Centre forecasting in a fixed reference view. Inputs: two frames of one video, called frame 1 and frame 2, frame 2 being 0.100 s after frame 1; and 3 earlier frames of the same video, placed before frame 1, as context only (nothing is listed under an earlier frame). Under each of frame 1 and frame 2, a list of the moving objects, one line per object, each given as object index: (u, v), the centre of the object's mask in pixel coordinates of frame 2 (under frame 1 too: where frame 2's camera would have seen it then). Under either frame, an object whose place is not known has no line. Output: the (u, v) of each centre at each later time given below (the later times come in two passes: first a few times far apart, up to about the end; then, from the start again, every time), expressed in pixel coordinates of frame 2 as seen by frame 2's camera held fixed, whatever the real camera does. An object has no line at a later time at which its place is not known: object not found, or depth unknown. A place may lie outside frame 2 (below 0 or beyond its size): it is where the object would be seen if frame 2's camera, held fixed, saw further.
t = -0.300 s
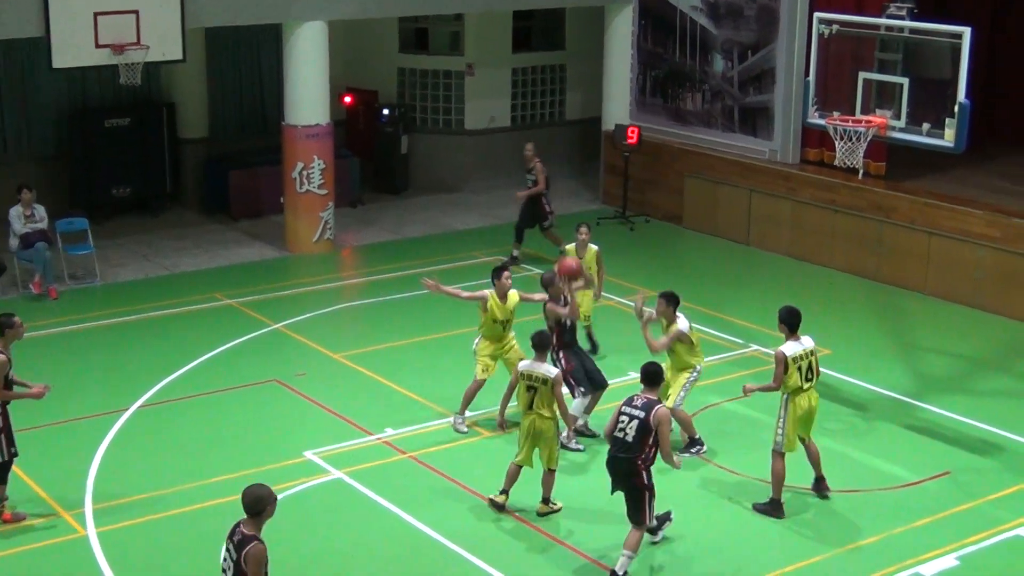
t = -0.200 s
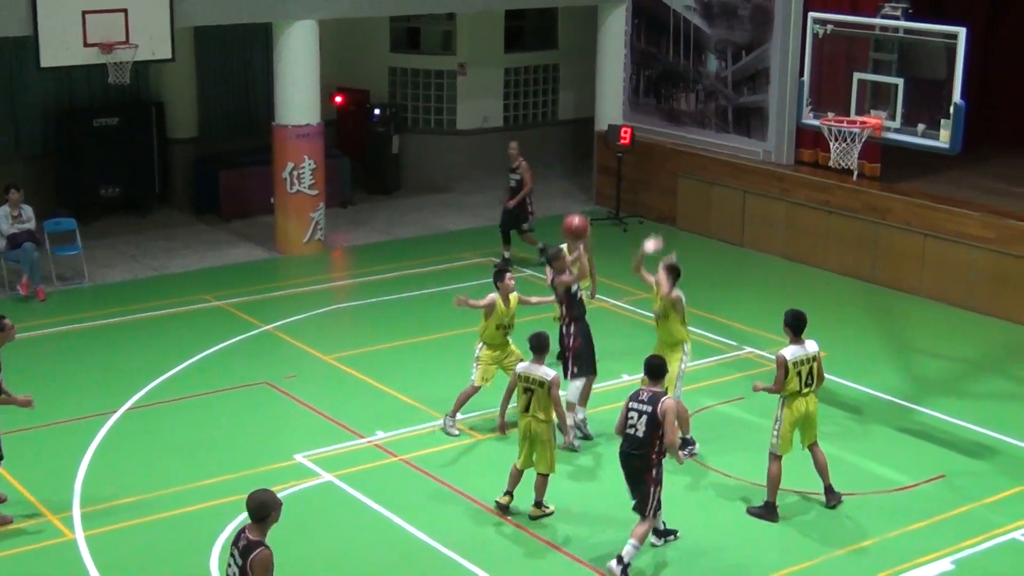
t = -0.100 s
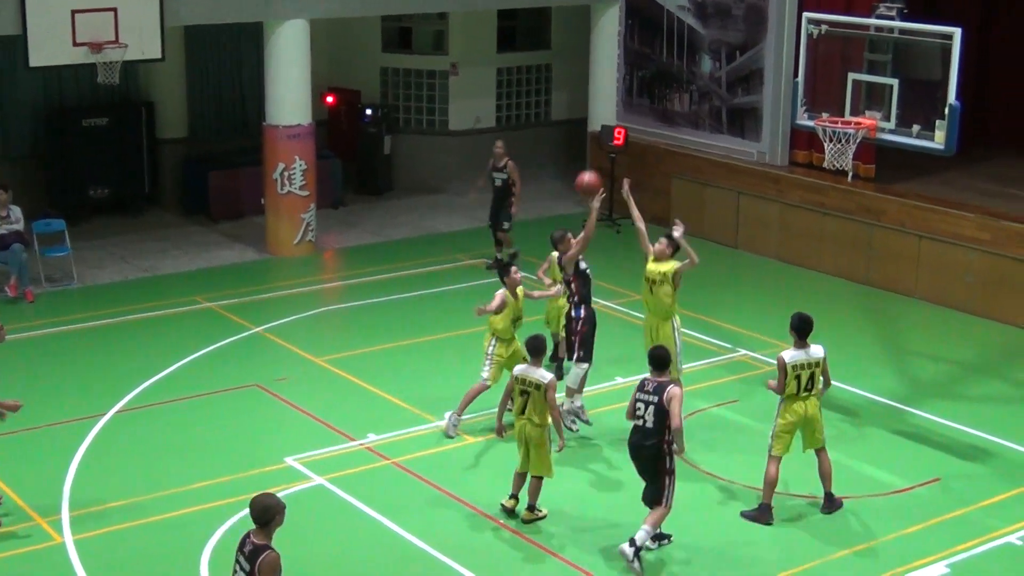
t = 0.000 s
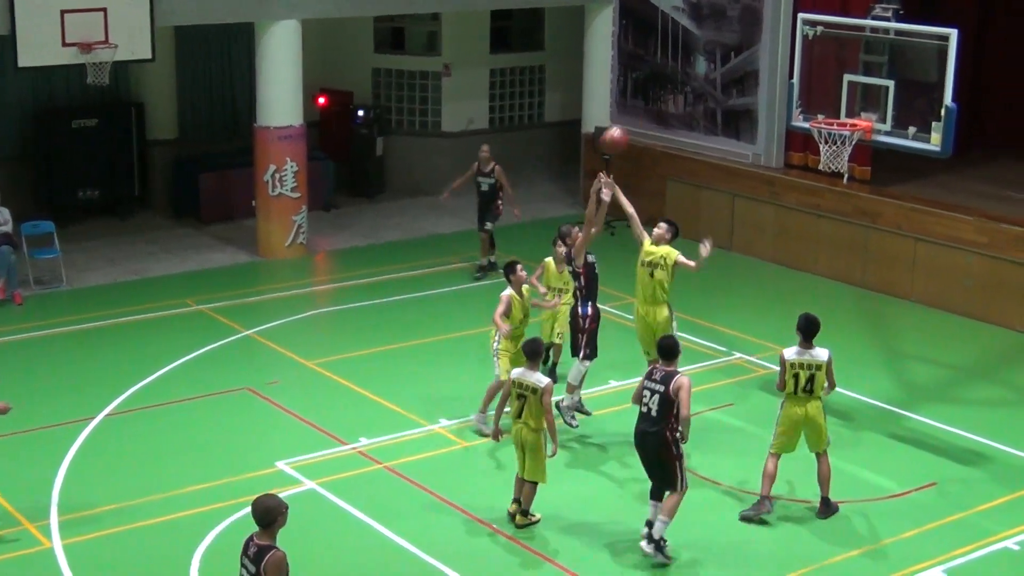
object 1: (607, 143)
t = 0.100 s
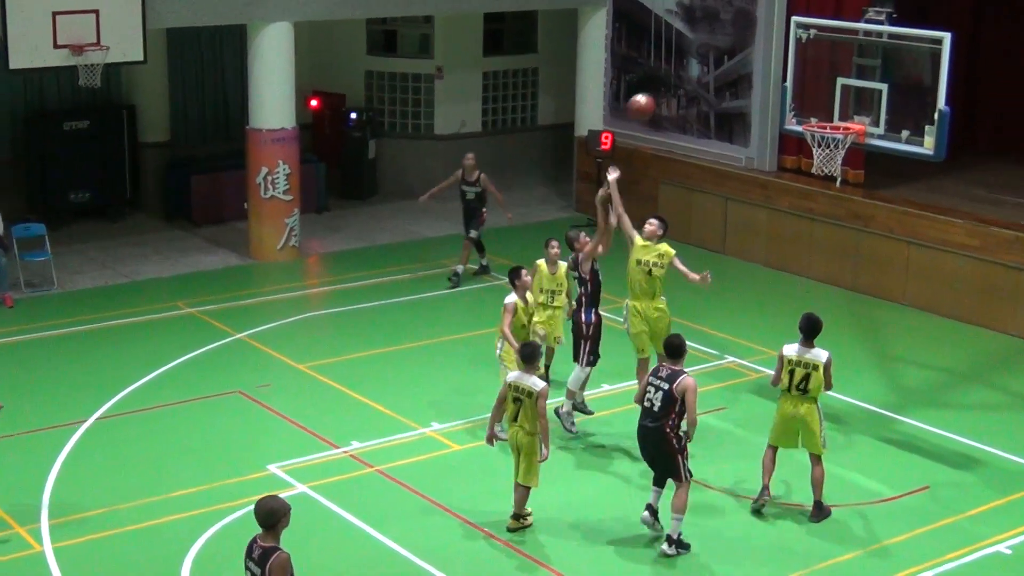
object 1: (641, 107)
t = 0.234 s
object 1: (685, 75)
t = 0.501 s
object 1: (771, 70)
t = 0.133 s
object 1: (652, 97)
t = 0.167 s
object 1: (663, 89)
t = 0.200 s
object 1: (674, 82)
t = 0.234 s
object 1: (685, 75)
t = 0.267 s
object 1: (696, 70)
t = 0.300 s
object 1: (707, 66)
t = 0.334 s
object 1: (717, 64)
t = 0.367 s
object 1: (728, 63)
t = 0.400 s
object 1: (738, 63)
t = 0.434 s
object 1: (750, 64)
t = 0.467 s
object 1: (759, 66)
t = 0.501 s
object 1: (771, 70)
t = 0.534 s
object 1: (780, 75)
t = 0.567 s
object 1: (790, 81)
